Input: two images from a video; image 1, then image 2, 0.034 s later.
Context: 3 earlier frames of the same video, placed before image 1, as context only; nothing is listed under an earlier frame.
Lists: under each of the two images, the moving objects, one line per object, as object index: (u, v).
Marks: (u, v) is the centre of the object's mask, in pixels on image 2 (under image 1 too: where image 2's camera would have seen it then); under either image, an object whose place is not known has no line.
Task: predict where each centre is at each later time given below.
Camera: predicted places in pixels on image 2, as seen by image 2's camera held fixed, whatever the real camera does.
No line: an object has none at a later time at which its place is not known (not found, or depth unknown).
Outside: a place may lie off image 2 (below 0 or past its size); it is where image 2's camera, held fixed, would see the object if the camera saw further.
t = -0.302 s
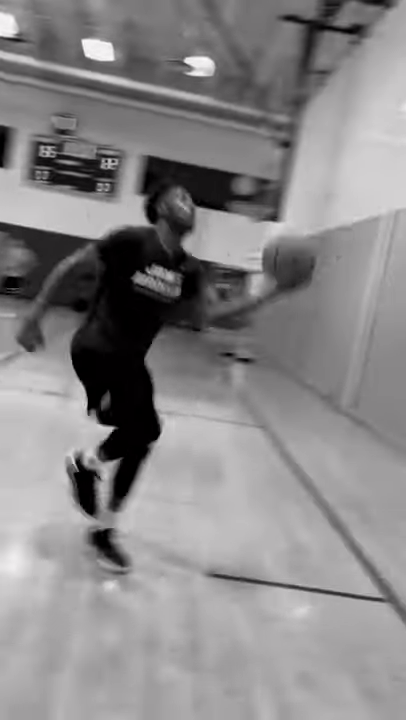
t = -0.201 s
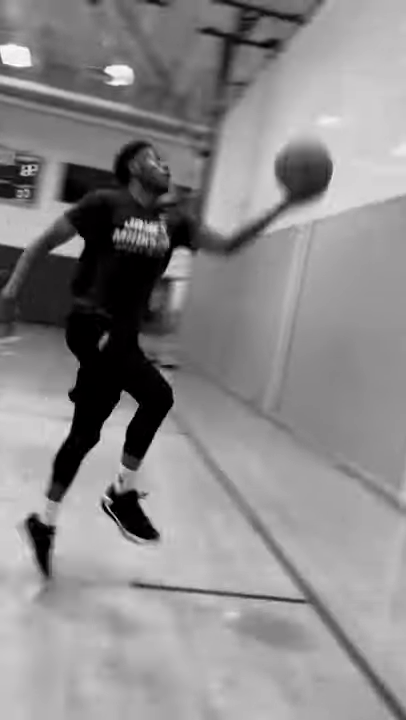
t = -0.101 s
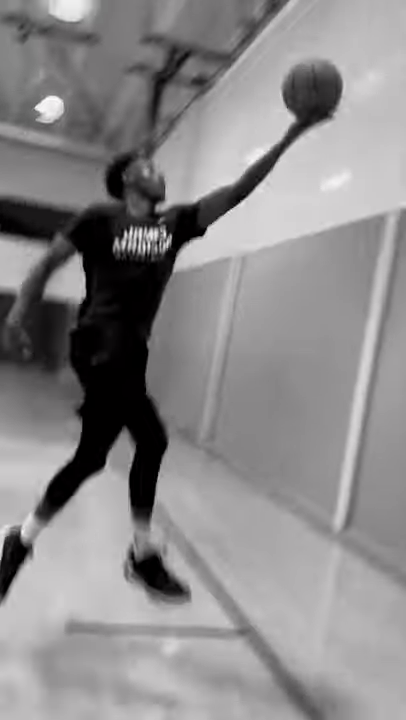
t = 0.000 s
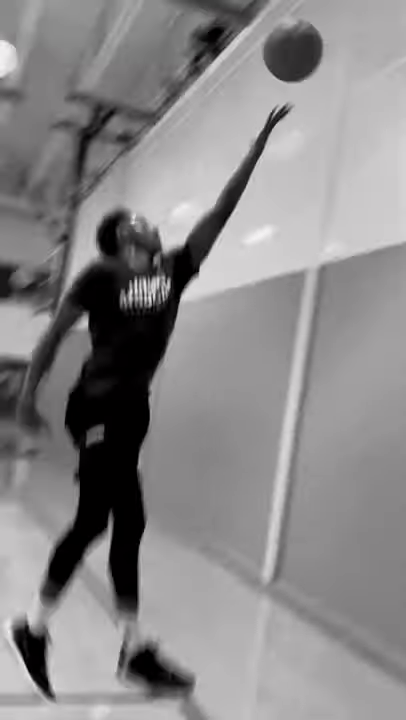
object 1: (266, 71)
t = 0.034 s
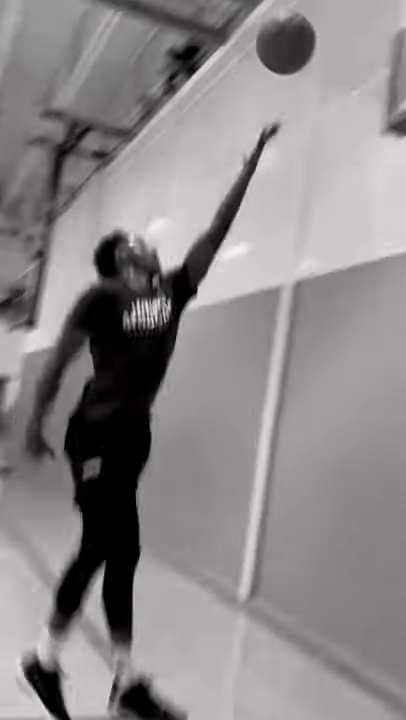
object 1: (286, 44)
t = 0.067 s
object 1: (305, 17)
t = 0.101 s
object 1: (324, -7)
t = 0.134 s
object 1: (342, -31)
